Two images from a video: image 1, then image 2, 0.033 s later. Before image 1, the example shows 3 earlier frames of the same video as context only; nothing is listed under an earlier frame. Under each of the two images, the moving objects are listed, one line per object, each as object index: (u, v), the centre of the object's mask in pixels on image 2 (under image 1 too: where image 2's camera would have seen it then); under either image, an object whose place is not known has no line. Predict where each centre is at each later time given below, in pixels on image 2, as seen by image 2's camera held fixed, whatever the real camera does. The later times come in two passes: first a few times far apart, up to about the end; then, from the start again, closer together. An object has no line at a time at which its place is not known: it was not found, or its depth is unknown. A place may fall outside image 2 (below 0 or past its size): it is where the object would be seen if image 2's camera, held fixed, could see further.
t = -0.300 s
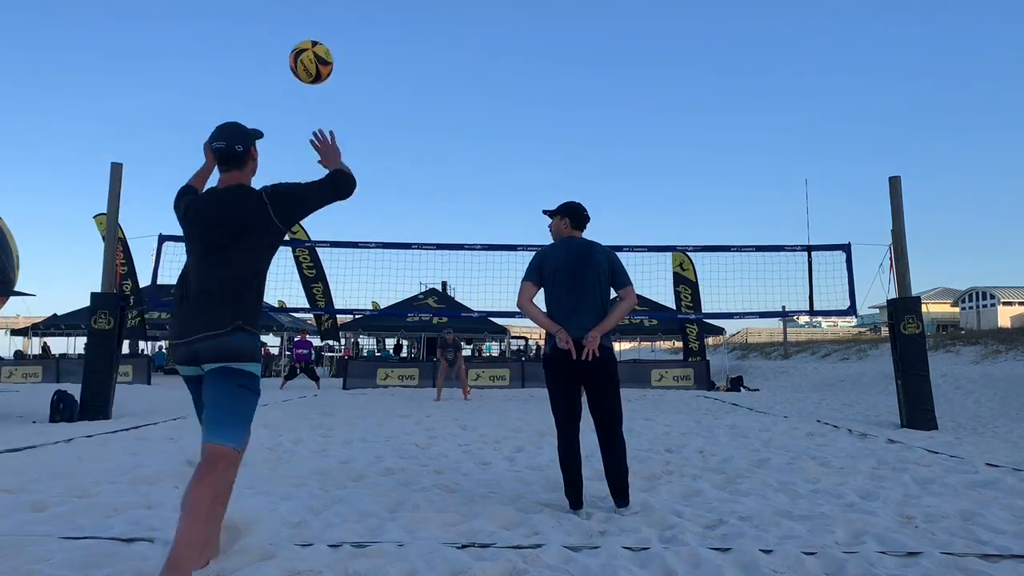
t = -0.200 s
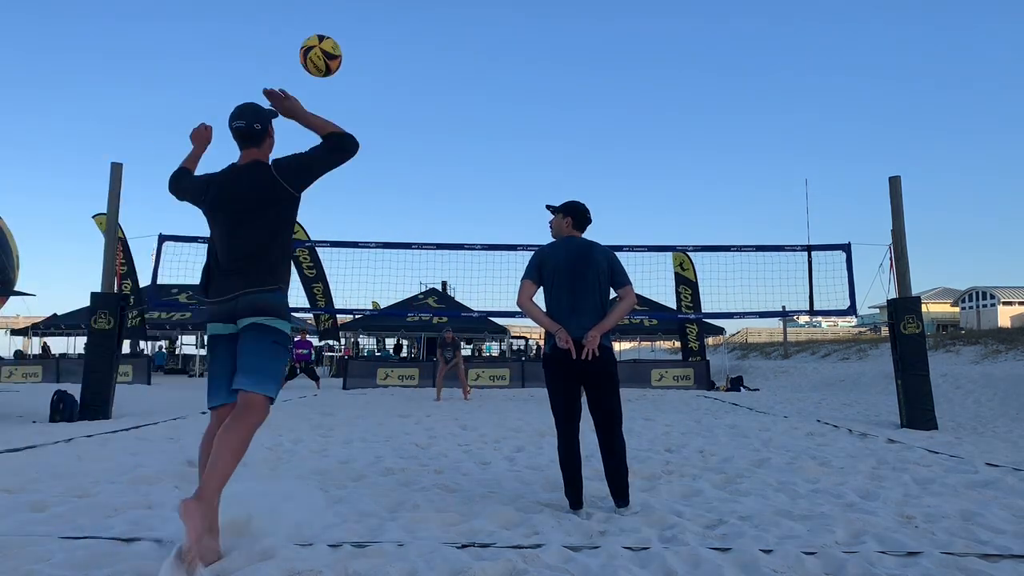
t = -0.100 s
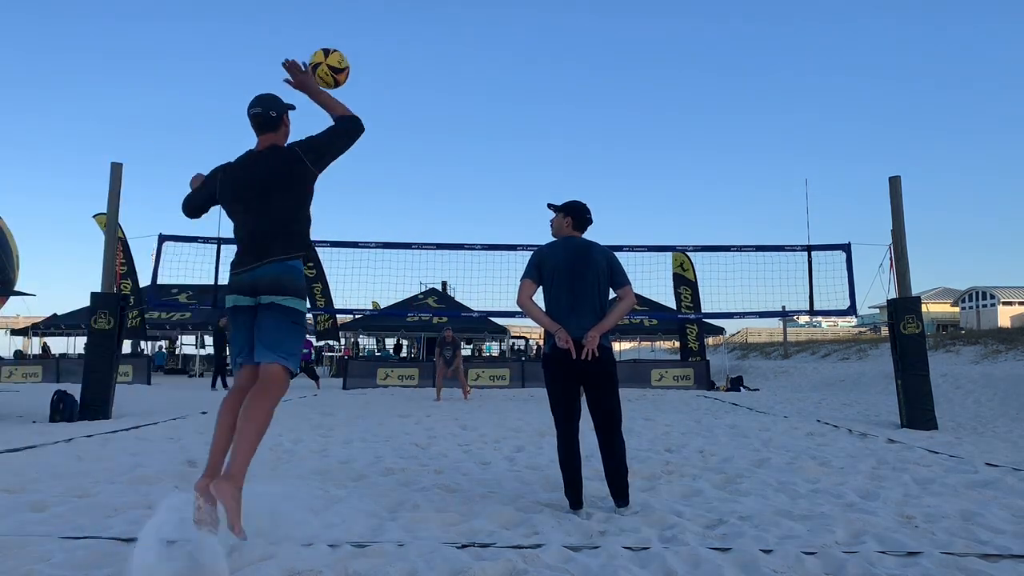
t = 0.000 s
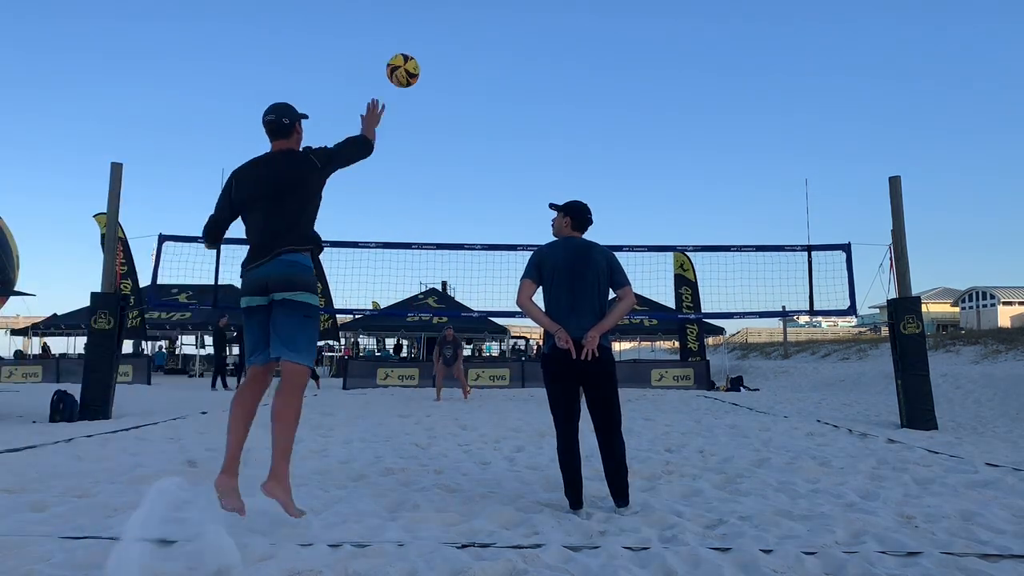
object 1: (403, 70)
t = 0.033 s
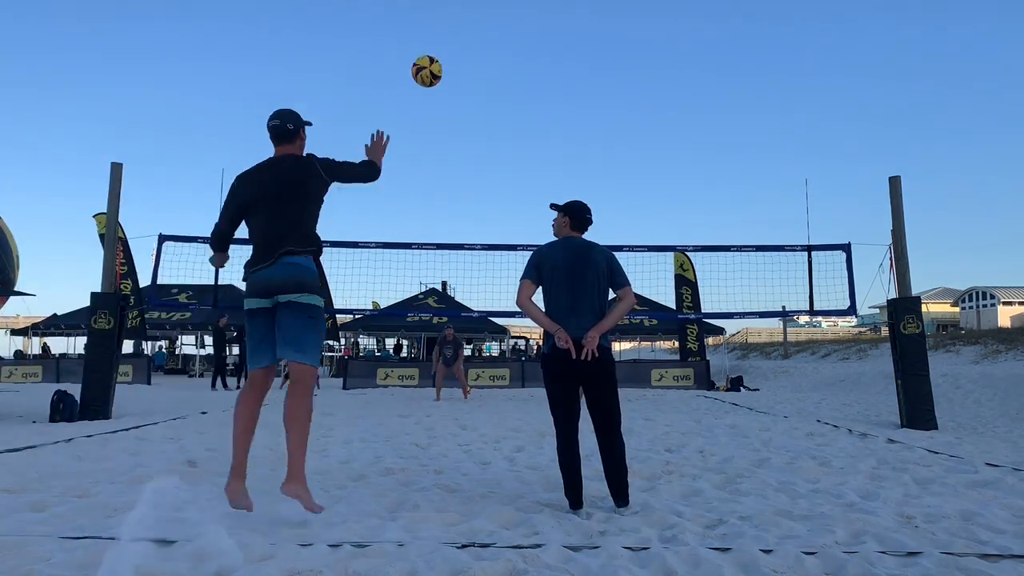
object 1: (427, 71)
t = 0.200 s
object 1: (512, 88)
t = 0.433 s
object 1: (578, 138)
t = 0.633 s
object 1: (612, 194)
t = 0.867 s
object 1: (644, 267)
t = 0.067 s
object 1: (448, 73)
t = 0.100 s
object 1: (466, 75)
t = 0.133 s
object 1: (483, 79)
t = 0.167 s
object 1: (498, 83)
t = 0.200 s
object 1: (512, 88)
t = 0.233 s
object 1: (524, 94)
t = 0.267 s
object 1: (535, 100)
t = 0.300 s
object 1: (545, 107)
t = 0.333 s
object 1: (554, 114)
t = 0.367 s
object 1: (563, 121)
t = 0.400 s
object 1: (570, 129)
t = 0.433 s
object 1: (578, 138)
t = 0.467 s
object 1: (585, 146)
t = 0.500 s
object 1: (590, 155)
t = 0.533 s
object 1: (597, 165)
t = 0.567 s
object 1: (602, 174)
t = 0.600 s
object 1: (607, 184)
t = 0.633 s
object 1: (612, 194)
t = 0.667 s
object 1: (618, 204)
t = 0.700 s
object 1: (622, 214)
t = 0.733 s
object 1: (627, 224)
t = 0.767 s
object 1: (631, 235)
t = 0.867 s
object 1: (644, 267)
